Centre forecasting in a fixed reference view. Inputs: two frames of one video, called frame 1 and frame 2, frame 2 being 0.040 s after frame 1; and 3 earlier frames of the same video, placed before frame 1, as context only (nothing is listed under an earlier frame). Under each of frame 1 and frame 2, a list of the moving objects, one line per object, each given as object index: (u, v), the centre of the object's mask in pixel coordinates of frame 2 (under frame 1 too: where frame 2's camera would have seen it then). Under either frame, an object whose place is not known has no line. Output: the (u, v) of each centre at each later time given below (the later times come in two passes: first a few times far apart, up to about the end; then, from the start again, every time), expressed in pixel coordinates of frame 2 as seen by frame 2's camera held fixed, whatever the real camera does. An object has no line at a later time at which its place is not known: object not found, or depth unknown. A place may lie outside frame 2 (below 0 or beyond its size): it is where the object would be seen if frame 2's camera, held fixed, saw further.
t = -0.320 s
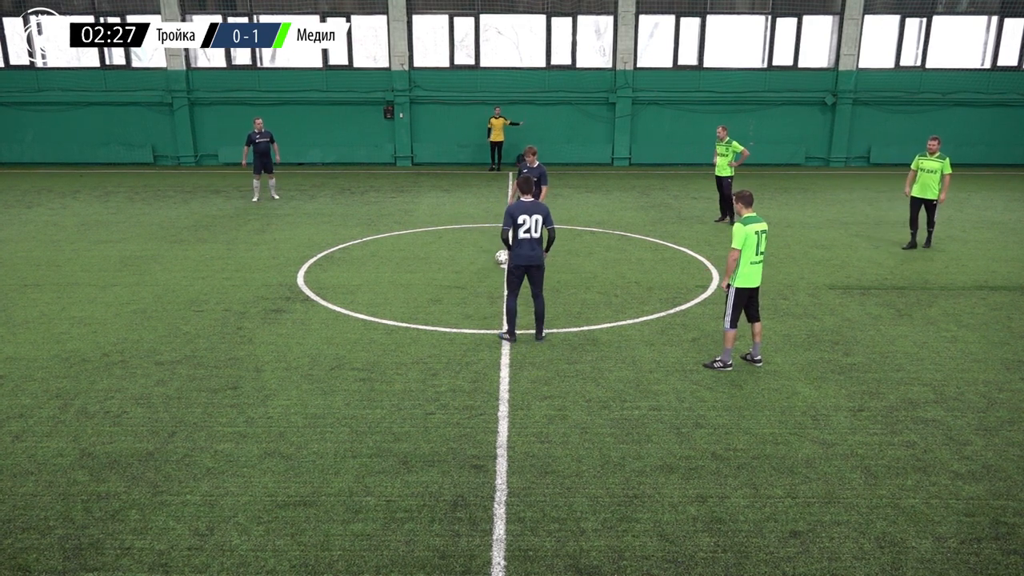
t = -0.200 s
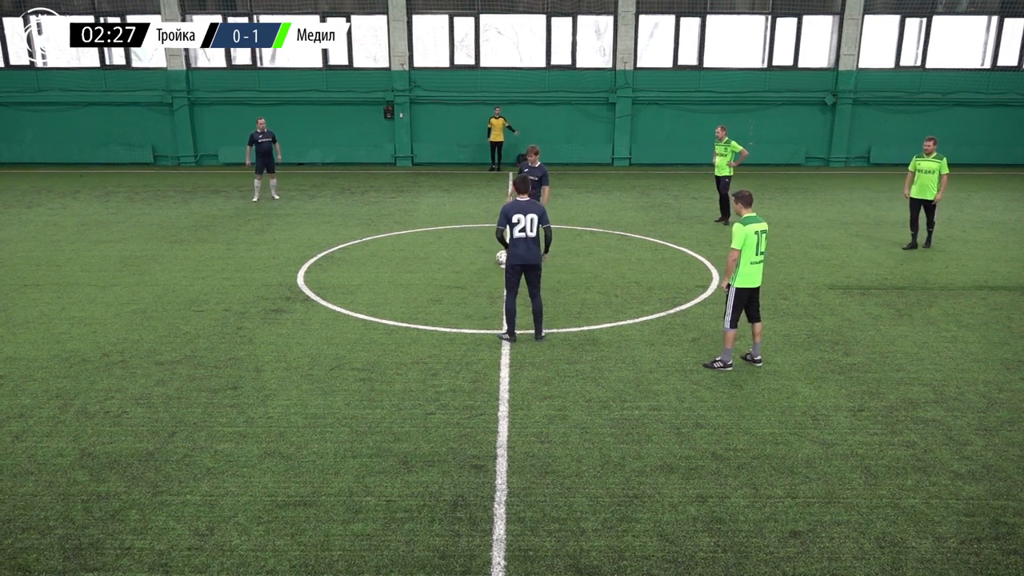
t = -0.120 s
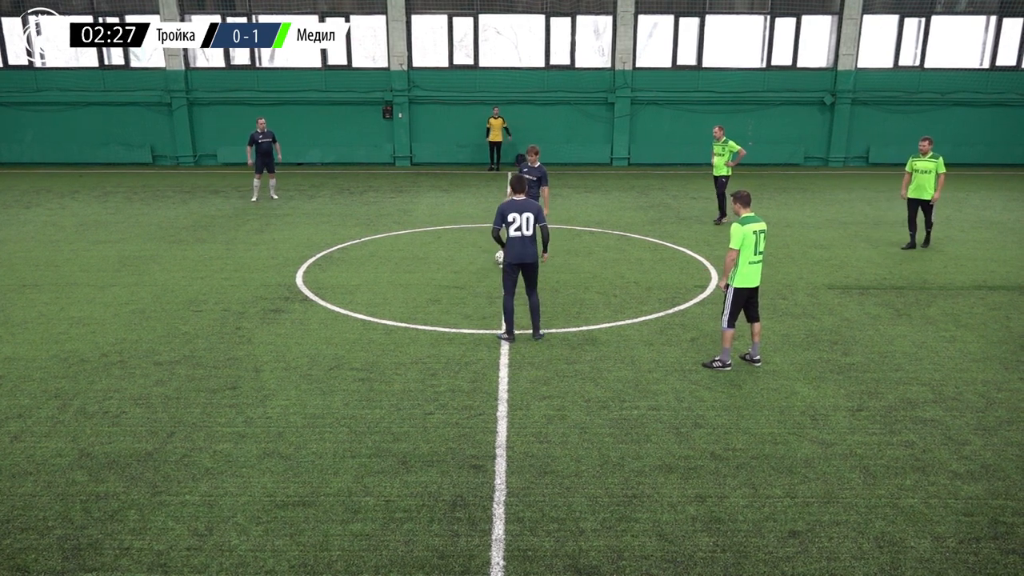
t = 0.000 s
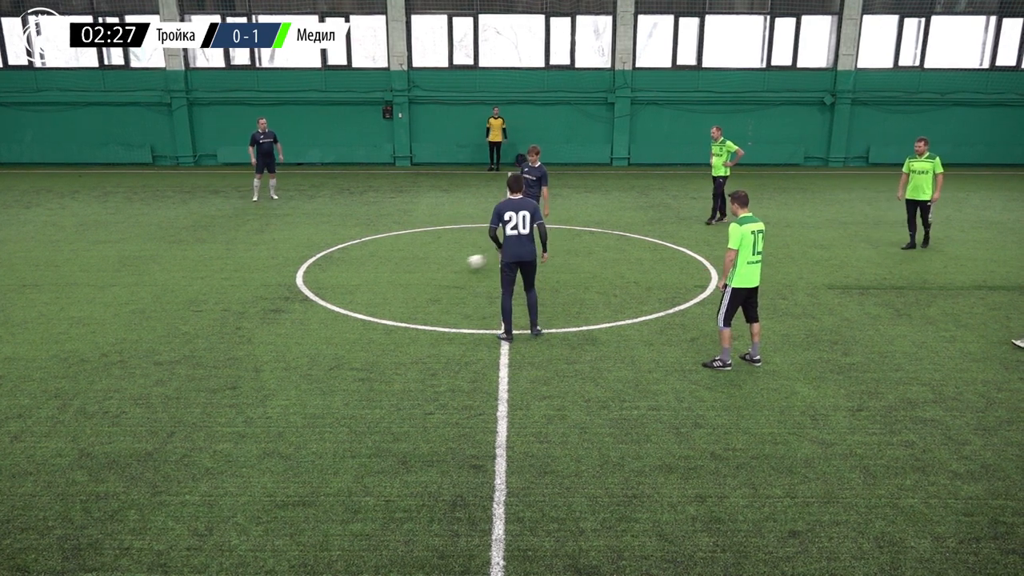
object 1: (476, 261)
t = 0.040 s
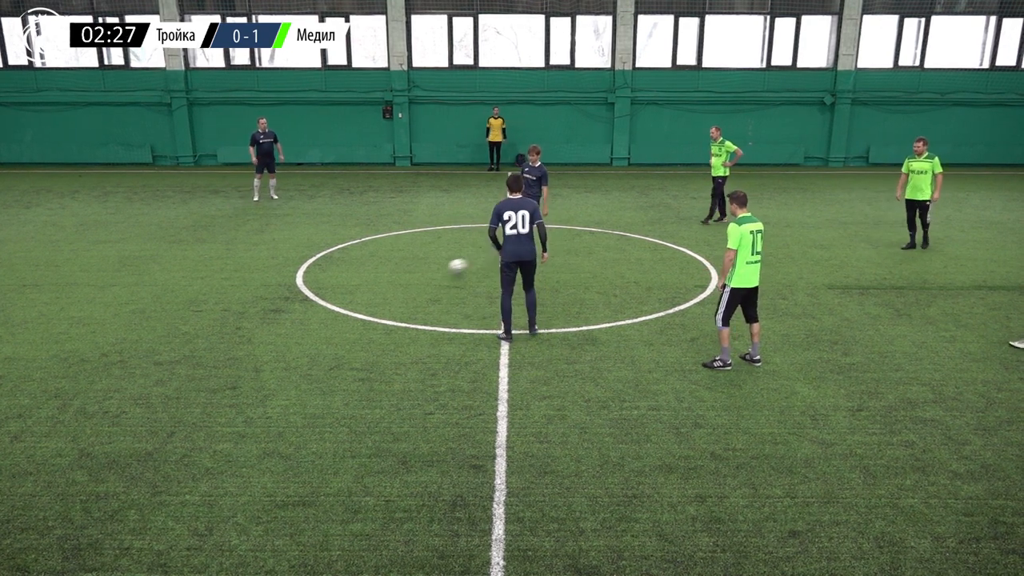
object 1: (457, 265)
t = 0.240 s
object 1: (362, 293)
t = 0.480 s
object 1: (250, 322)
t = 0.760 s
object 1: (105, 360)
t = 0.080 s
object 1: (438, 271)
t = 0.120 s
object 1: (419, 278)
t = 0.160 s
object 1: (401, 283)
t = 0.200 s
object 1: (382, 287)
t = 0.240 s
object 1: (362, 293)
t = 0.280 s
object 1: (345, 297)
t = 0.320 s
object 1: (326, 301)
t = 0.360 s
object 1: (306, 308)
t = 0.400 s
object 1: (288, 312)
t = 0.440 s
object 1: (269, 317)
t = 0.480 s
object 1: (250, 322)
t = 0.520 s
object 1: (231, 327)
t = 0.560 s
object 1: (212, 332)
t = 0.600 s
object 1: (192, 337)
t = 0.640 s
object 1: (171, 343)
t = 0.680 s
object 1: (150, 348)
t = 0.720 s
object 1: (128, 354)
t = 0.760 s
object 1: (105, 360)
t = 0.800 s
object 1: (81, 365)
